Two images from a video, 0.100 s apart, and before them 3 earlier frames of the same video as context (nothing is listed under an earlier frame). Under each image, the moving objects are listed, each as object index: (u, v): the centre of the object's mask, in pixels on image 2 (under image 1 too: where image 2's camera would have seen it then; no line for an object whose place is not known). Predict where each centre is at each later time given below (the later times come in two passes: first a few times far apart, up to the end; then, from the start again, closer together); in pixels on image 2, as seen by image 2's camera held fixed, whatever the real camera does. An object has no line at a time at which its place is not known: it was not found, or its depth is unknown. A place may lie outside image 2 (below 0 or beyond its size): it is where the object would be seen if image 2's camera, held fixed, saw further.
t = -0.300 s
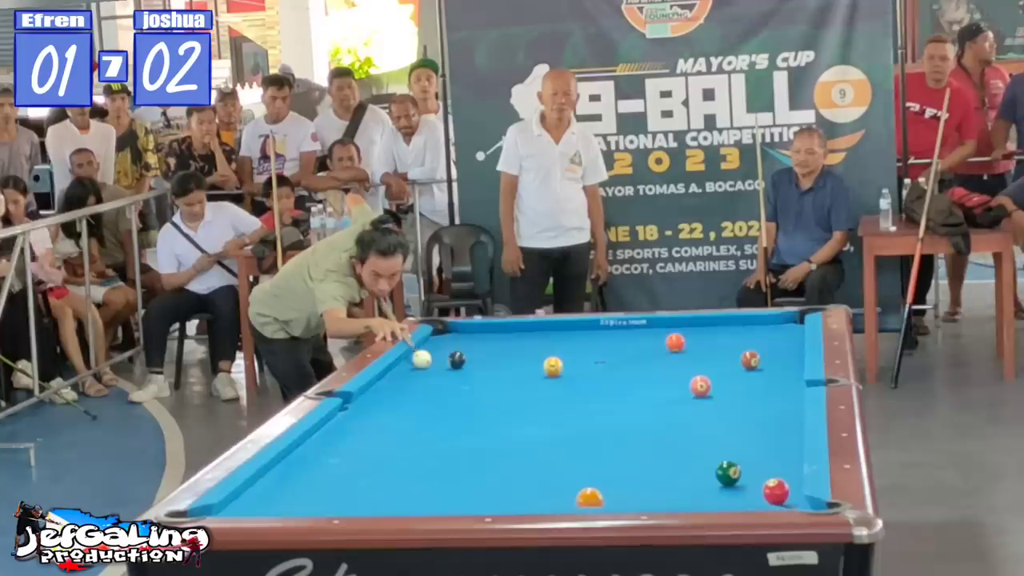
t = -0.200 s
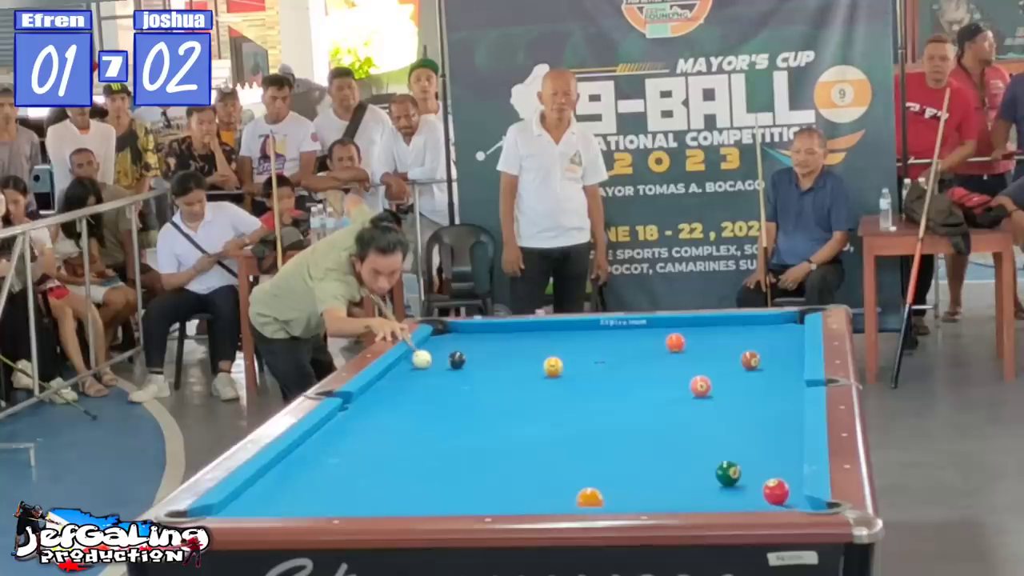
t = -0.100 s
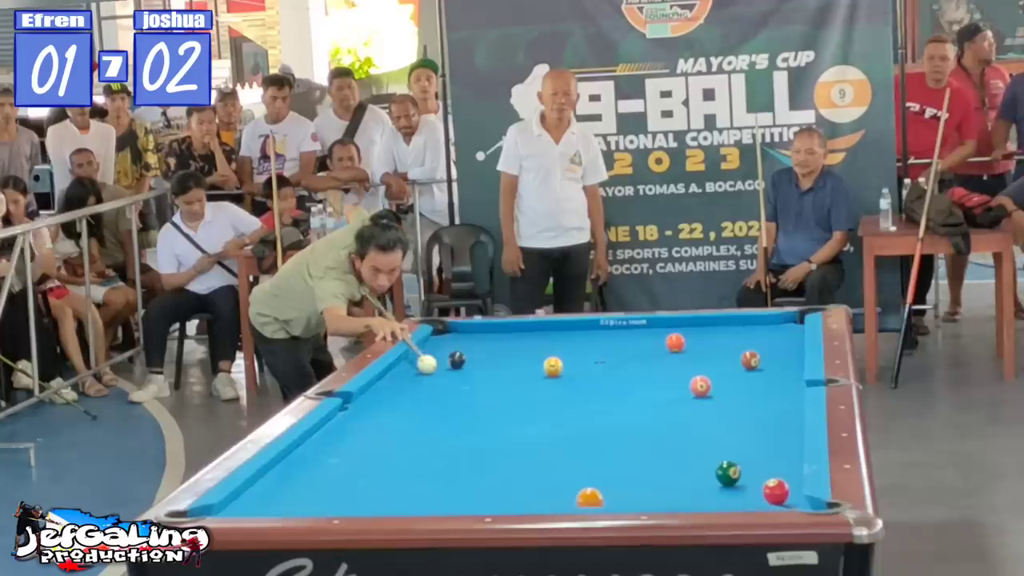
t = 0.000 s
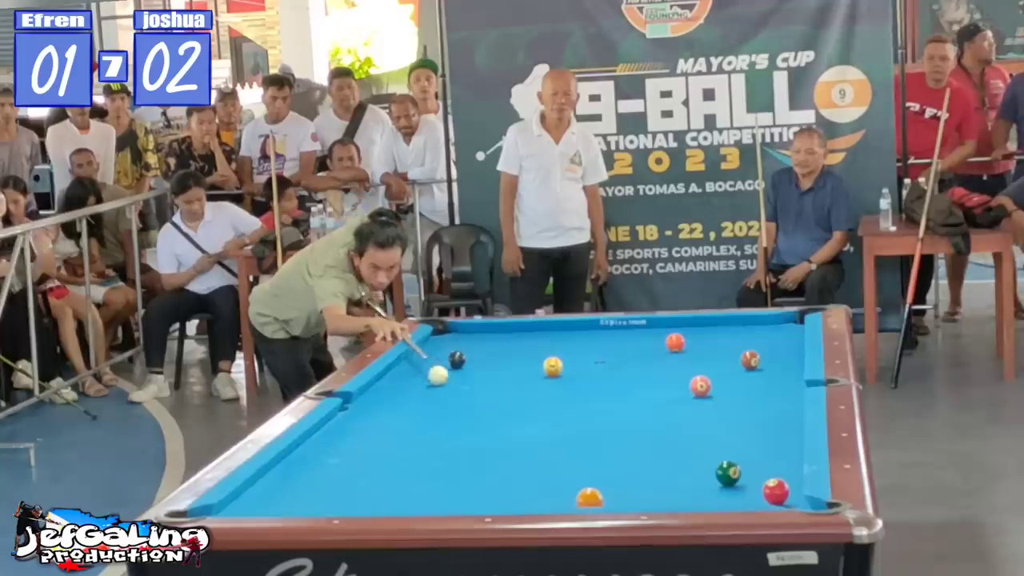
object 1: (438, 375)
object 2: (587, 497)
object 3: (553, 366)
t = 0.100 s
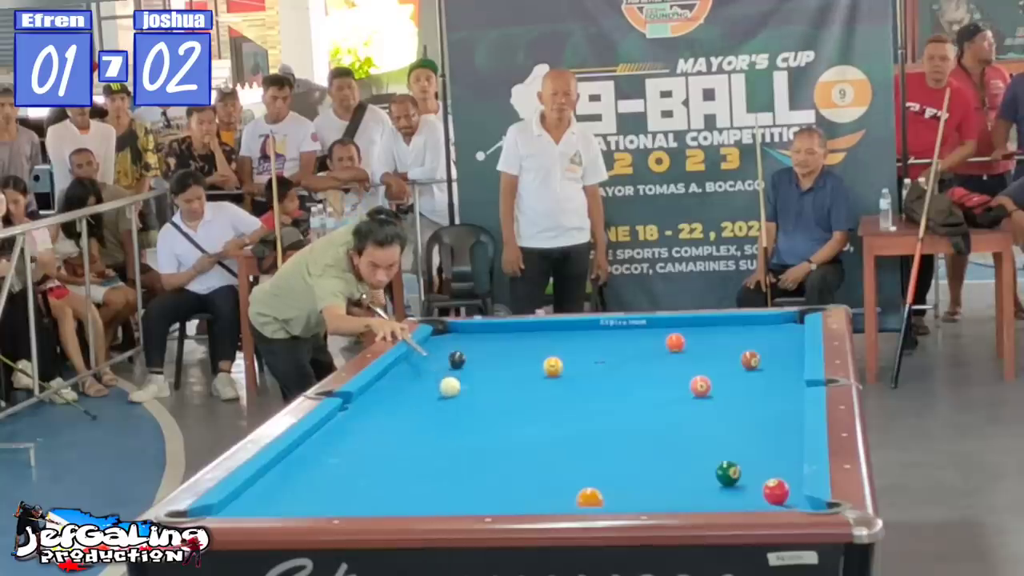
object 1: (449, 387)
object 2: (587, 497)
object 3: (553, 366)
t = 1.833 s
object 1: (553, 435)
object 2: (743, 499)
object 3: (553, 366)
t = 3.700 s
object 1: (562, 367)
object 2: (637, 497)
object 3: (547, 358)
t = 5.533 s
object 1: (572, 363)
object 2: (628, 496)
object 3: (534, 337)
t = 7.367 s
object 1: (572, 363)
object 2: (628, 496)
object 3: (530, 328)
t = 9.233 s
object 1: (572, 363)
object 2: (628, 496)
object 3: (531, 326)
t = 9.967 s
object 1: (572, 363)
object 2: (628, 496)
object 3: (530, 327)
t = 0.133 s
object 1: (454, 391)
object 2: (587, 497)
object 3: (553, 366)
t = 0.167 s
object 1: (458, 395)
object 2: (587, 497)
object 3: (553, 366)
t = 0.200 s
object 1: (462, 399)
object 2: (587, 497)
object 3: (553, 366)
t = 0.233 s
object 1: (467, 403)
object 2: (587, 497)
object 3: (553, 366)
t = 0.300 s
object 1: (475, 413)
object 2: (587, 497)
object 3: (553, 366)
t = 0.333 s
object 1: (480, 417)
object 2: (587, 497)
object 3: (553, 366)
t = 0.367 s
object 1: (485, 422)
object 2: (587, 497)
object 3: (553, 366)
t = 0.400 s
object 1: (490, 427)
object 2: (587, 497)
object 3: (553, 366)
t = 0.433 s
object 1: (495, 432)
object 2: (587, 497)
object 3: (553, 366)
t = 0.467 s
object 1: (501, 437)
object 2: (587, 497)
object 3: (553, 366)
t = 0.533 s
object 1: (511, 447)
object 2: (587, 497)
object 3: (553, 366)
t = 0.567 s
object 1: (517, 453)
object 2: (587, 497)
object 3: (553, 366)
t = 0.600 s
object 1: (523, 460)
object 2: (587, 497)
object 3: (553, 366)
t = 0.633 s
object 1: (529, 465)
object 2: (587, 497)
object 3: (553, 366)
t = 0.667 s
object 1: (535, 471)
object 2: (587, 497)
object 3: (553, 366)
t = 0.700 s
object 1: (541, 477)
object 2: (587, 497)
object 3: (553, 366)
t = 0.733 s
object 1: (548, 484)
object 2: (587, 497)
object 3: (553, 366)
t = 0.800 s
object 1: (561, 495)
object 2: (587, 497)
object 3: (553, 366)
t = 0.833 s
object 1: (560, 499)
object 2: (595, 497)
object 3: (553, 366)
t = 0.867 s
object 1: (552, 502)
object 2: (610, 497)
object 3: (553, 366)
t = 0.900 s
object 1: (550, 501)
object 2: (624, 498)
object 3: (553, 366)
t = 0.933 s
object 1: (550, 499)
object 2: (637, 499)
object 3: (553, 366)
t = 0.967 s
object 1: (549, 496)
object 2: (649, 499)
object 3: (553, 366)
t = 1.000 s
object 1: (549, 494)
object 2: (661, 500)
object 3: (553, 366)
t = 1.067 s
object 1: (549, 487)
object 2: (681, 499)
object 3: (553, 366)
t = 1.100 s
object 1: (549, 484)
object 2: (691, 499)
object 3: (553, 366)
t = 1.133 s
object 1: (549, 482)
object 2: (700, 499)
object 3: (553, 366)
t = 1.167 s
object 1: (549, 479)
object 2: (710, 498)
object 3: (553, 366)
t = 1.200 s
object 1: (549, 477)
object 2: (720, 498)
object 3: (553, 366)
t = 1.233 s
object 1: (550, 474)
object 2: (729, 497)
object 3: (553, 366)
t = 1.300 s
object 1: (550, 469)
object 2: (749, 496)
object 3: (553, 366)
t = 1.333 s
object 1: (550, 467)
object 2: (758, 496)
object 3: (553, 366)
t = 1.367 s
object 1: (551, 465)
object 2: (767, 496)
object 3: (553, 366)
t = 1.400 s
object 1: (551, 462)
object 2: (779, 497)
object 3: (553, 366)
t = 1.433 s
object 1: (551, 460)
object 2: (789, 498)
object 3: (553, 366)
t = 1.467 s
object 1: (551, 457)
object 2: (789, 498)
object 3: (553, 366)
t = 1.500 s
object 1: (551, 456)
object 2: (783, 498)
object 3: (553, 366)
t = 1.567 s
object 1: (552, 451)
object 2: (775, 498)
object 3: (553, 366)
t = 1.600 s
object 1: (552, 449)
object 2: (771, 498)
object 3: (553, 366)
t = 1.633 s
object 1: (552, 448)
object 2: (767, 498)
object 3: (553, 366)
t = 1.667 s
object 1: (552, 445)
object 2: (763, 498)
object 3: (553, 366)
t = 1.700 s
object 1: (552, 443)
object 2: (759, 498)
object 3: (553, 366)
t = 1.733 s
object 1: (552, 441)
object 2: (755, 499)
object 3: (553, 366)
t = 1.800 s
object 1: (552, 437)
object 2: (747, 499)
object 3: (553, 366)
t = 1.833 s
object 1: (553, 435)
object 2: (743, 499)
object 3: (553, 366)
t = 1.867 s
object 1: (553, 434)
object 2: (740, 499)
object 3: (553, 366)
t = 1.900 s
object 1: (553, 432)
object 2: (736, 499)
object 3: (553, 366)
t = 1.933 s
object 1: (553, 430)
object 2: (733, 499)
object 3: (553, 366)
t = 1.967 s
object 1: (553, 428)
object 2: (730, 499)
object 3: (553, 366)
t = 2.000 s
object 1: (553, 426)
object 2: (728, 499)
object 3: (553, 366)
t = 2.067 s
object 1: (553, 422)
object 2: (722, 499)
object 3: (553, 366)
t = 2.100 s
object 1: (553, 421)
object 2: (719, 499)
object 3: (553, 366)
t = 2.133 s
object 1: (553, 419)
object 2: (717, 499)
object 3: (553, 366)
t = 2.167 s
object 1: (553, 417)
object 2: (714, 499)
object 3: (553, 366)
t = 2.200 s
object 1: (553, 416)
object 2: (712, 499)
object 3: (553, 366)
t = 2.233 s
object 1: (553, 414)
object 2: (709, 499)
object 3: (553, 366)
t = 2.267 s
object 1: (553, 412)
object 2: (707, 499)
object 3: (553, 366)
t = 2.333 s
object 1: (554, 409)
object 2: (702, 498)
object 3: (553, 366)
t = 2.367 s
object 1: (554, 407)
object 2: (699, 498)
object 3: (553, 366)
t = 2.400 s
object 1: (554, 406)
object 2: (697, 498)
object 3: (553, 366)
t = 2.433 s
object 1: (554, 404)
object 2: (695, 498)
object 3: (553, 366)
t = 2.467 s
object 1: (554, 403)
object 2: (692, 498)
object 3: (553, 366)
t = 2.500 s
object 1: (554, 401)
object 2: (690, 498)
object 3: (553, 366)
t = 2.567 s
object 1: (554, 399)
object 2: (686, 498)
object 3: (553, 366)
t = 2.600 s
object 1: (554, 398)
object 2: (684, 498)
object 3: (553, 366)
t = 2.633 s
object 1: (554, 396)
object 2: (682, 498)
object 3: (553, 366)
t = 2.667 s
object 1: (554, 394)
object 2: (680, 498)
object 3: (553, 366)
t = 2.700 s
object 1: (554, 393)
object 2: (678, 498)
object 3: (553, 366)
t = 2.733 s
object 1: (555, 392)
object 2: (676, 498)
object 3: (553, 366)
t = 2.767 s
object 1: (554, 391)
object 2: (674, 498)
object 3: (553, 366)
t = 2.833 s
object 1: (555, 388)
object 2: (670, 498)
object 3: (553, 366)
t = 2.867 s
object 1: (555, 387)
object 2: (668, 497)
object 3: (553, 366)
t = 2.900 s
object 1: (555, 386)
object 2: (667, 497)
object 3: (553, 366)
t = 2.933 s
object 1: (555, 385)
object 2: (665, 497)
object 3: (553, 365)
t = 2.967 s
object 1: (555, 383)
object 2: (663, 497)
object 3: (553, 365)
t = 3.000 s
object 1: (555, 382)
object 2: (662, 497)
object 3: (553, 365)
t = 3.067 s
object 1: (555, 380)
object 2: (659, 497)
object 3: (553, 364)
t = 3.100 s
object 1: (555, 378)
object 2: (657, 497)
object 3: (553, 363)
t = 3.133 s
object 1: (555, 377)
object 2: (656, 497)
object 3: (552, 363)
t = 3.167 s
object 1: (555, 376)
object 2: (655, 497)
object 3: (552, 363)
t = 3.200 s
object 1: (556, 375)
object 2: (653, 497)
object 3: (552, 362)
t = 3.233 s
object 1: (555, 374)
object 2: (652, 497)
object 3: (552, 362)
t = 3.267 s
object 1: (555, 373)
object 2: (650, 497)
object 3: (552, 362)
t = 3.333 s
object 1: (556, 371)
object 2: (648, 497)
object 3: (552, 361)
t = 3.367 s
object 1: (556, 371)
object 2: (647, 497)
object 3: (551, 361)
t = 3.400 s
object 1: (557, 370)
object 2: (646, 497)
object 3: (549, 361)
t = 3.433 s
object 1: (557, 370)
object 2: (645, 497)
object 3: (549, 361)
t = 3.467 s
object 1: (558, 369)
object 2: (644, 497)
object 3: (548, 361)
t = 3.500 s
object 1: (559, 369)
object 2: (643, 497)
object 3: (548, 361)
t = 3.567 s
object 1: (560, 369)
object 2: (641, 497)
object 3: (548, 360)
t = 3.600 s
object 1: (561, 368)
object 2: (640, 497)
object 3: (548, 359)
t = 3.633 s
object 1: (561, 368)
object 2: (639, 497)
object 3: (548, 359)
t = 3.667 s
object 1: (562, 368)
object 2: (638, 497)
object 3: (547, 359)
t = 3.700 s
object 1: (562, 367)
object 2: (637, 497)
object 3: (547, 358)
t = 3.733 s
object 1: (563, 367)
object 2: (637, 497)
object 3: (547, 358)
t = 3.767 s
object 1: (563, 367)
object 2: (636, 497)
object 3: (546, 358)
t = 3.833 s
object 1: (564, 367)
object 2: (635, 497)
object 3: (546, 357)
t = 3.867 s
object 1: (564, 367)
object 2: (634, 497)
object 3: (546, 356)
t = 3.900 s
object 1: (565, 366)
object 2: (634, 497)
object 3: (546, 356)
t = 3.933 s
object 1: (565, 366)
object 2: (633, 497)
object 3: (546, 355)
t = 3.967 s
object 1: (566, 366)
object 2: (633, 497)
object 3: (545, 355)
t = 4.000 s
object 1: (566, 366)
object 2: (632, 497)
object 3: (545, 354)
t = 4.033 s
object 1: (567, 366)
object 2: (632, 497)
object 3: (544, 354)
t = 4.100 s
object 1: (568, 365)
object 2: (631, 497)
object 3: (544, 353)
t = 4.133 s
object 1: (568, 365)
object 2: (631, 497)
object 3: (544, 353)
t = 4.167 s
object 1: (568, 365)
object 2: (630, 497)
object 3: (544, 352)
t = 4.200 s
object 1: (569, 365)
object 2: (630, 497)
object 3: (543, 351)
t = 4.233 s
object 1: (569, 365)
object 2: (630, 497)
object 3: (543, 351)
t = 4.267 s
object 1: (569, 365)
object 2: (630, 497)
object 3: (542, 350)
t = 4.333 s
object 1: (570, 365)
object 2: (630, 497)
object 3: (542, 350)
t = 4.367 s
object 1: (570, 364)
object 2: (630, 497)
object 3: (541, 349)
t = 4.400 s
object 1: (570, 364)
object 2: (630, 497)
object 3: (541, 349)
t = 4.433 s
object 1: (570, 364)
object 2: (629, 496)
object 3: (541, 348)
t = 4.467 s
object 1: (570, 364)
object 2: (628, 496)
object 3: (540, 348)
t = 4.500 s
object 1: (571, 364)
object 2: (628, 496)
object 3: (540, 347)
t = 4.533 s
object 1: (571, 364)
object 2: (628, 496)
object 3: (540, 347)
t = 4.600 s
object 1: (571, 364)
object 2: (628, 496)
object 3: (539, 346)
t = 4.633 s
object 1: (571, 364)
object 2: (628, 496)
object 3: (539, 346)
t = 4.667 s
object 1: (571, 364)
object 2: (628, 496)
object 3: (539, 345)
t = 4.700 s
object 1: (571, 364)
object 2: (628, 496)
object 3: (539, 345)
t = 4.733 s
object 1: (571, 364)
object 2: (628, 496)
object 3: (538, 344)
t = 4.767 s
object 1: (572, 364)
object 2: (628, 496)
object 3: (538, 344)
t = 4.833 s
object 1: (572, 363)
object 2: (628, 496)
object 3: (538, 343)
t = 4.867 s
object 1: (572, 363)
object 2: (628, 496)
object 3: (538, 343)
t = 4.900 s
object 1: (572, 363)
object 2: (628, 496)
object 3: (537, 342)
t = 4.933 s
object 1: (572, 363)
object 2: (628, 496)
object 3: (537, 342)
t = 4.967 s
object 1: (572, 363)
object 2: (628, 496)
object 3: (537, 341)
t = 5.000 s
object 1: (572, 363)
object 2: (628, 496)
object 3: (537, 341)
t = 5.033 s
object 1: (572, 363)
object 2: (628, 496)
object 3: (536, 341)
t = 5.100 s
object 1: (572, 363)
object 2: (628, 496)
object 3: (536, 340)
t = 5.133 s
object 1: (572, 363)
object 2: (628, 496)
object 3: (536, 340)
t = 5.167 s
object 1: (572, 363)
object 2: (628, 496)
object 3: (535, 340)
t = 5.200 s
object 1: (572, 363)
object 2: (628, 496)
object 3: (535, 339)
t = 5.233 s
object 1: (572, 363)
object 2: (628, 496)
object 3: (535, 339)
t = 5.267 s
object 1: (572, 363)
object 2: (628, 496)
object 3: (535, 339)
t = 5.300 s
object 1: (572, 363)
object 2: (628, 496)
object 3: (535, 338)
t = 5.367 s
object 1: (572, 363)
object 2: (628, 496)
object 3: (534, 338)
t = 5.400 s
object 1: (572, 363)
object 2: (628, 496)
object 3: (534, 338)
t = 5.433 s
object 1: (572, 363)
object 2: (628, 496)
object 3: (534, 337)
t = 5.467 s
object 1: (572, 363)
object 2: (628, 496)
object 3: (534, 337)
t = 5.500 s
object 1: (572, 363)
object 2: (628, 496)
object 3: (534, 337)
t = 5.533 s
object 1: (572, 363)
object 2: (628, 496)
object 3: (534, 337)
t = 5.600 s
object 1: (572, 363)
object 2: (628, 496)
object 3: (533, 336)
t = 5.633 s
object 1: (572, 363)
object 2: (628, 496)
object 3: (533, 336)
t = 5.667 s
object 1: (572, 363)
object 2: (628, 496)
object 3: (533, 336)
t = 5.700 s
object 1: (572, 363)
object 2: (628, 496)
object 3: (533, 336)
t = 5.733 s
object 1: (572, 363)
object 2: (628, 496)
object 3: (533, 335)
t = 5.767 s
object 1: (572, 363)
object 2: (628, 496)
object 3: (533, 335)
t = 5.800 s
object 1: (572, 363)
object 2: (628, 496)
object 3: (532, 335)
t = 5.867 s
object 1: (572, 363)
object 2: (628, 496)
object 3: (532, 334)
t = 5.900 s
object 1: (572, 363)
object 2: (628, 496)
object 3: (532, 334)
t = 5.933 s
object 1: (572, 363)
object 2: (628, 496)
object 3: (532, 334)
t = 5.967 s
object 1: (572, 363)
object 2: (628, 496)
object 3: (532, 334)
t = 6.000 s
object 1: (572, 363)
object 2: (628, 496)
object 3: (531, 333)
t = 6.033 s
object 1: (572, 363)
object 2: (628, 496)
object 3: (531, 333)
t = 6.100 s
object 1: (572, 363)
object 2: (628, 496)
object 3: (531, 333)
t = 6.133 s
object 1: (572, 363)
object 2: (628, 496)
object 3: (531, 333)
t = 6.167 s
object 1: (572, 363)
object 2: (628, 496)
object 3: (531, 332)
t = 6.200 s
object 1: (572, 363)
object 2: (627, 496)
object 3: (531, 332)
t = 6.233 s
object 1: (572, 363)
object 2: (627, 496)
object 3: (531, 332)
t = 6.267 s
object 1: (572, 363)
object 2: (627, 496)
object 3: (530, 332)
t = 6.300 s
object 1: (572, 363)
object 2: (627, 496)
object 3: (530, 332)
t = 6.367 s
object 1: (572, 363)
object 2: (627, 496)
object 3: (530, 331)
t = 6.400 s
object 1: (572, 363)
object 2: (628, 496)
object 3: (530, 331)
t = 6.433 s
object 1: (572, 363)
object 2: (628, 496)
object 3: (530, 331)
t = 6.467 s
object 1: (572, 363)
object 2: (628, 496)
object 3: (530, 331)
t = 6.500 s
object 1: (572, 363)
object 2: (628, 496)
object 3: (529, 331)
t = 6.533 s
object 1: (572, 363)
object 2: (628, 496)
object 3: (529, 331)
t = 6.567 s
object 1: (572, 363)
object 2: (628, 496)
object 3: (529, 330)
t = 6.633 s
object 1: (572, 363)
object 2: (628, 496)
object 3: (529, 330)
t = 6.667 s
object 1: (572, 363)
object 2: (628, 496)
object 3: (529, 330)
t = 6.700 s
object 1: (572, 363)
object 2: (628, 496)
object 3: (529, 330)
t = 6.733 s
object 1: (572, 363)
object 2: (628, 496)
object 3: (529, 329)
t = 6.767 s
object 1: (572, 363)
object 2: (628, 496)
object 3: (529, 329)
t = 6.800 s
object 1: (572, 363)
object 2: (628, 496)
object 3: (529, 329)
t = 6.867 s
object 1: (572, 363)
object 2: (628, 496)
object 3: (529, 329)
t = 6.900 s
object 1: (572, 363)
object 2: (628, 496)
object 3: (529, 329)
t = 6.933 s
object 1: (572, 363)
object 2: (628, 496)
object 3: (529, 329)
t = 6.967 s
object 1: (572, 363)
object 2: (628, 496)
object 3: (529, 329)
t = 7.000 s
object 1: (572, 363)
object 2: (628, 496)
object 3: (529, 329)
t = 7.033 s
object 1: (572, 363)
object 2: (628, 496)
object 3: (529, 329)
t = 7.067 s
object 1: (572, 363)
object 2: (628, 496)
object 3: (529, 329)
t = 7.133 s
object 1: (572, 363)
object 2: (628, 496)
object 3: (529, 328)
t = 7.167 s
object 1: (572, 363)
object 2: (628, 496)
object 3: (529, 328)
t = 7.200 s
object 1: (572, 363)
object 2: (628, 496)
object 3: (529, 328)
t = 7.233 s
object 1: (572, 363)
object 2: (628, 496)
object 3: (529, 328)
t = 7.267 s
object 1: (572, 363)
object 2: (628, 496)
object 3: (529, 328)
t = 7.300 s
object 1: (572, 363)
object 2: (628, 496)
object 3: (529, 328)
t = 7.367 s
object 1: (572, 363)
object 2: (628, 496)
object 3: (530, 328)
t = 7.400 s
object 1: (572, 363)
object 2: (628, 496)
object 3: (530, 328)
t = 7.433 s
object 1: (572, 363)
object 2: (628, 496)
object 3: (530, 328)
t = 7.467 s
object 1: (572, 363)
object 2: (628, 496)
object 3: (530, 328)
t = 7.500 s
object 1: (572, 363)
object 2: (628, 496)
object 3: (530, 328)
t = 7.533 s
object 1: (572, 363)
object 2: (628, 496)
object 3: (530, 328)
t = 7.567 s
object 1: (572, 363)
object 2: (628, 496)
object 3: (530, 328)
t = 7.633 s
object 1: (572, 363)
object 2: (628, 496)
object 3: (530, 327)
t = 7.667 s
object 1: (572, 363)
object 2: (627, 496)
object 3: (530, 327)
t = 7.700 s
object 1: (572, 363)
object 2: (627, 496)
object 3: (530, 327)
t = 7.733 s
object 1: (572, 363)
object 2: (627, 496)
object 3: (530, 327)
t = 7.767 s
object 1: (572, 363)
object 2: (627, 496)
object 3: (531, 327)
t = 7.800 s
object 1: (572, 363)
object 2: (628, 496)
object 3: (531, 327)
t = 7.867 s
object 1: (572, 363)
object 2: (627, 496)
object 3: (531, 327)
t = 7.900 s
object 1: (572, 363)
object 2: (627, 496)
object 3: (531, 327)
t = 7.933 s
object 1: (572, 363)
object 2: (627, 496)
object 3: (531, 327)
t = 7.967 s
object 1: (572, 363)
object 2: (627, 496)
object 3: (531, 327)
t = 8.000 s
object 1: (572, 363)
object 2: (627, 496)
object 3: (531, 327)
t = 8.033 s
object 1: (572, 363)
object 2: (627, 496)
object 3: (531, 327)
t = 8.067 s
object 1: (572, 363)
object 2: (627, 496)
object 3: (531, 327)
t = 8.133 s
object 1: (572, 363)
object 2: (627, 496)
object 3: (531, 326)
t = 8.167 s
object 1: (572, 363)
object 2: (627, 496)
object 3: (531, 326)
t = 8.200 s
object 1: (572, 363)
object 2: (627, 496)
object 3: (530, 326)
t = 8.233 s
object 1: (572, 363)
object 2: (627, 496)
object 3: (531, 326)
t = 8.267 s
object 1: (572, 363)
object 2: (627, 496)
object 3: (531, 326)
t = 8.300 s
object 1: (572, 363)
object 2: (627, 496)
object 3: (531, 326)
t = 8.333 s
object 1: (572, 363)
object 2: (627, 496)
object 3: (531, 326)
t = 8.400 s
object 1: (572, 363)
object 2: (627, 496)
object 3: (531, 327)
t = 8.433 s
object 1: (572, 363)
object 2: (627, 496)
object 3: (531, 327)
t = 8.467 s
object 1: (572, 363)
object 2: (627, 496)
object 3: (531, 327)
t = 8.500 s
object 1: (572, 363)
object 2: (628, 496)
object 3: (531, 326)
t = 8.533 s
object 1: (572, 363)
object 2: (627, 496)
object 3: (531, 326)
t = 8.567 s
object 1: (572, 363)
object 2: (628, 496)
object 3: (531, 326)
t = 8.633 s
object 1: (572, 363)
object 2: (627, 496)
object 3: (531, 326)
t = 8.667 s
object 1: (572, 363)
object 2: (628, 496)
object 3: (531, 326)
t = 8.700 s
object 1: (572, 363)
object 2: (628, 496)
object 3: (531, 326)
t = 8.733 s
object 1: (572, 363)
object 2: (628, 496)
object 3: (531, 326)
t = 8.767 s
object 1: (572, 363)
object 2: (628, 496)
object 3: (531, 326)
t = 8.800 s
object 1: (572, 363)
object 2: (628, 496)
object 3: (531, 326)
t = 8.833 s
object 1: (572, 363)
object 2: (628, 496)
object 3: (531, 326)
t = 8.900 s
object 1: (572, 363)
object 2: (628, 496)
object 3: (531, 326)
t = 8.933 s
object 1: (572, 363)
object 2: (628, 496)
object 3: (531, 326)
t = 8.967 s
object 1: (572, 363)
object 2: (628, 496)
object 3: (531, 326)
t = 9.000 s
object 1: (572, 363)
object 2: (628, 496)
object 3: (531, 326)
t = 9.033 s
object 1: (572, 363)
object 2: (628, 496)
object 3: (531, 326)
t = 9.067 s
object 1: (572, 363)
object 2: (628, 496)
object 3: (531, 326)
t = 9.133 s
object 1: (572, 363)
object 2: (628, 496)
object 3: (531, 326)
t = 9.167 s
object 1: (572, 363)
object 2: (628, 496)
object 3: (531, 326)
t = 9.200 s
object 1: (572, 363)
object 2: (628, 496)
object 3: (531, 326)
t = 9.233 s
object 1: (572, 363)
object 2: (628, 496)
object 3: (531, 326)
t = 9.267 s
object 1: (572, 363)
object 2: (628, 496)
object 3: (531, 326)
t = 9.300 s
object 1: (572, 363)
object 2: (628, 496)
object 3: (531, 326)
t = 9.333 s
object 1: (572, 363)
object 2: (628, 496)
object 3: (531, 326)
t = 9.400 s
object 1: (572, 363)
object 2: (628, 496)
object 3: (530, 326)
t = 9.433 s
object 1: (572, 363)
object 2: (628, 496)
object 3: (530, 326)
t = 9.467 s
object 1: (572, 363)
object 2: (628, 496)
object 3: (530, 326)
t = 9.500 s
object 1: (572, 363)
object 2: (628, 496)
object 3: (531, 326)
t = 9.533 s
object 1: (572, 363)
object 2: (628, 496)
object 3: (531, 326)
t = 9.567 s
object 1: (572, 363)
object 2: (628, 496)
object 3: (531, 326)
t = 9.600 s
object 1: (572, 363)
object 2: (628, 496)
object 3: (531, 326)
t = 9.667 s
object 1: (571, 363)
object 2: (628, 496)
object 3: (531, 326)
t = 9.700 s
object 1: (571, 363)
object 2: (628, 496)
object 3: (531, 326)
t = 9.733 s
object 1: (571, 363)
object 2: (628, 496)
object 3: (531, 326)
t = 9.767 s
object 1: (571, 363)
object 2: (628, 496)
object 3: (531, 326)
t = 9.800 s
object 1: (571, 363)
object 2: (628, 496)
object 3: (531, 327)
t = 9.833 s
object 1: (571, 363)
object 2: (628, 496)
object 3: (531, 326)
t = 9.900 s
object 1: (571, 363)
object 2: (628, 496)
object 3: (530, 327)
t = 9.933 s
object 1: (571, 363)
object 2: (628, 496)
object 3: (530, 326)
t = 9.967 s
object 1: (572, 363)
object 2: (628, 496)
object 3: (530, 327)
